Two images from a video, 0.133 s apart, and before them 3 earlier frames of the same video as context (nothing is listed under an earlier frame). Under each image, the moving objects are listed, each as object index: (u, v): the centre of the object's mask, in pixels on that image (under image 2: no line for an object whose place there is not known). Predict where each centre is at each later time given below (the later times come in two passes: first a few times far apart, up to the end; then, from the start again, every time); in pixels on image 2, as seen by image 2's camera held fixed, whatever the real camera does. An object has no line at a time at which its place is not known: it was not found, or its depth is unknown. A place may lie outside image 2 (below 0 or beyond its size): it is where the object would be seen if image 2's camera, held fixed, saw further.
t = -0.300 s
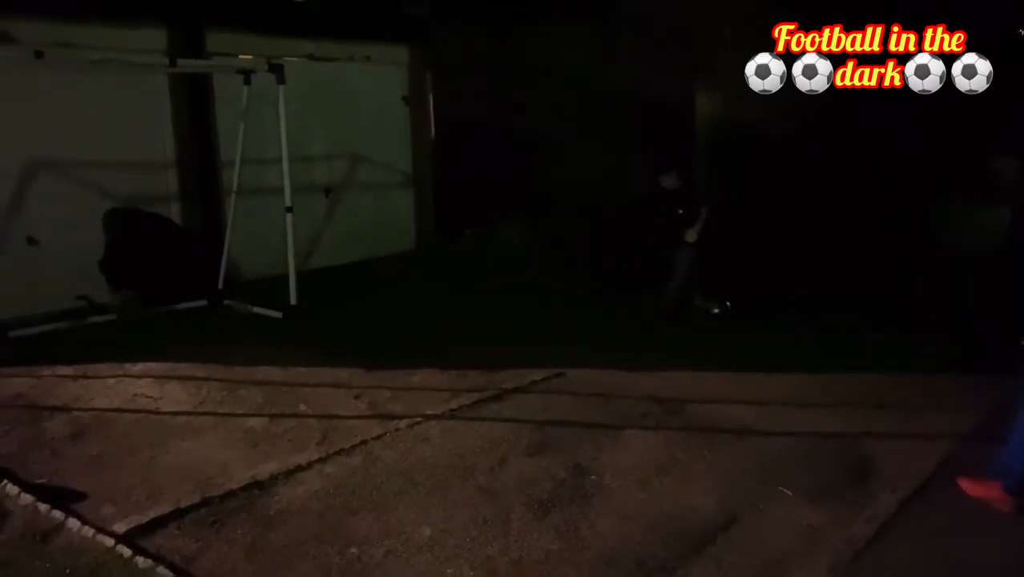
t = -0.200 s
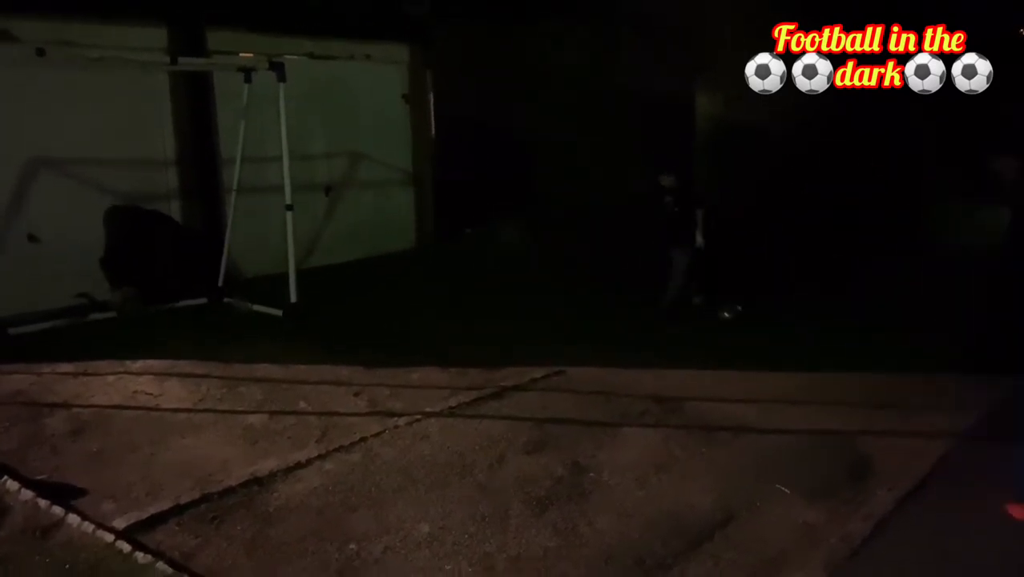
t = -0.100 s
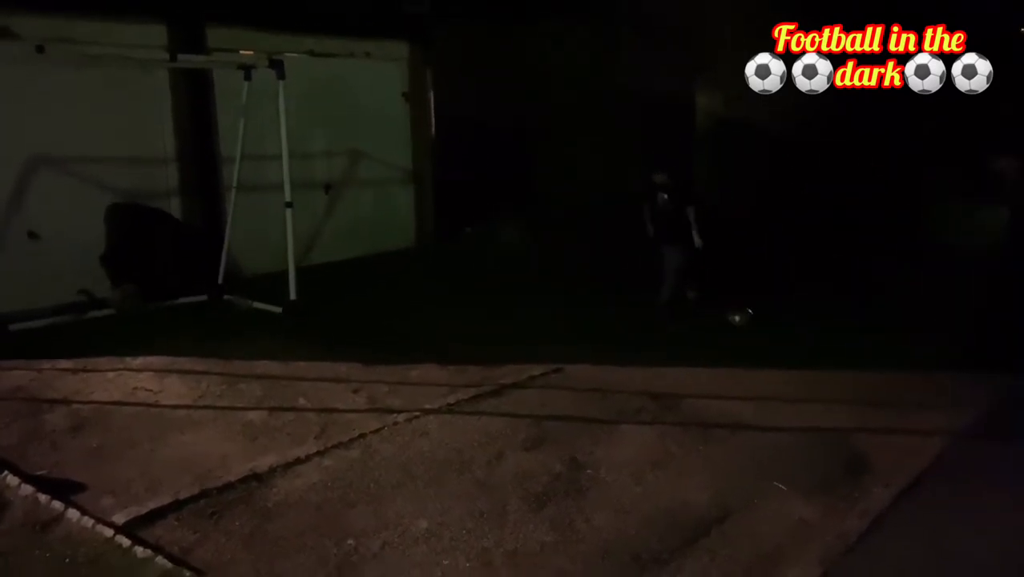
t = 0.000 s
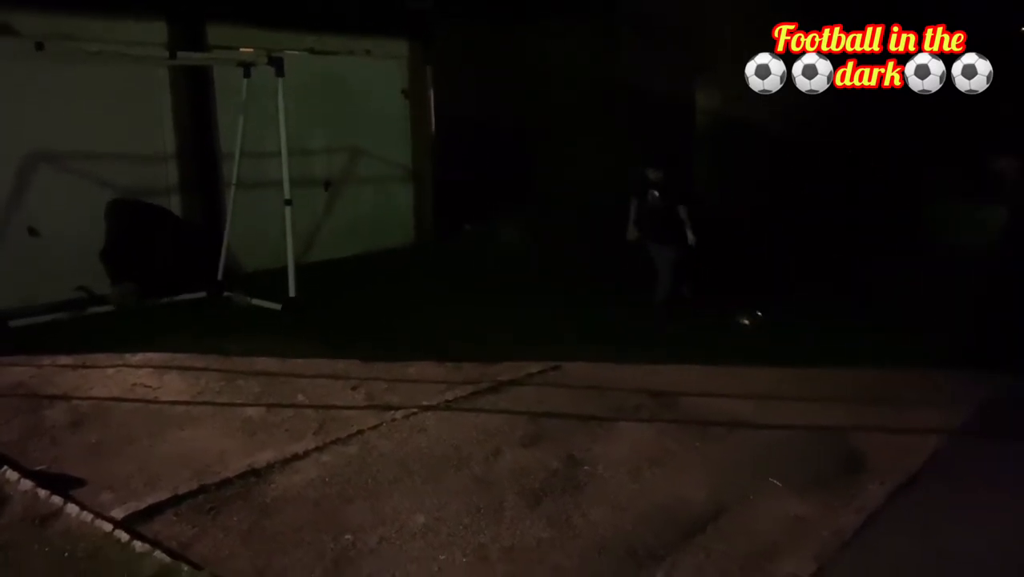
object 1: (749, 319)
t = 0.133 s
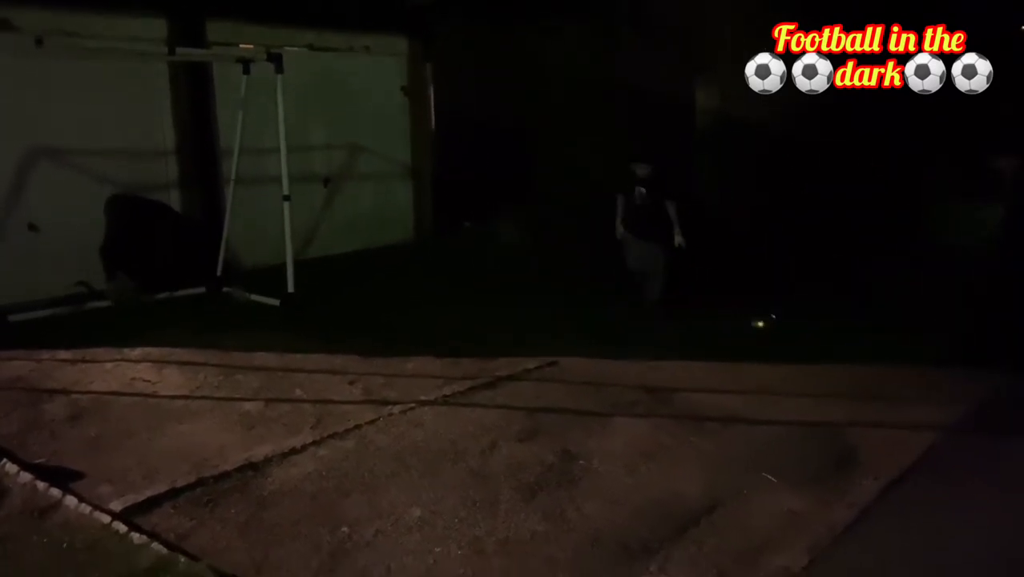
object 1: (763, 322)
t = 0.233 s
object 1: (777, 326)
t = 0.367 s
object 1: (796, 333)
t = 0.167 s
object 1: (768, 324)
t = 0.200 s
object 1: (773, 325)
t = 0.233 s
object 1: (777, 326)
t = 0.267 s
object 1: (781, 328)
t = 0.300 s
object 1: (785, 330)
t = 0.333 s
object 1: (790, 332)
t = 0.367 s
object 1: (796, 333)
